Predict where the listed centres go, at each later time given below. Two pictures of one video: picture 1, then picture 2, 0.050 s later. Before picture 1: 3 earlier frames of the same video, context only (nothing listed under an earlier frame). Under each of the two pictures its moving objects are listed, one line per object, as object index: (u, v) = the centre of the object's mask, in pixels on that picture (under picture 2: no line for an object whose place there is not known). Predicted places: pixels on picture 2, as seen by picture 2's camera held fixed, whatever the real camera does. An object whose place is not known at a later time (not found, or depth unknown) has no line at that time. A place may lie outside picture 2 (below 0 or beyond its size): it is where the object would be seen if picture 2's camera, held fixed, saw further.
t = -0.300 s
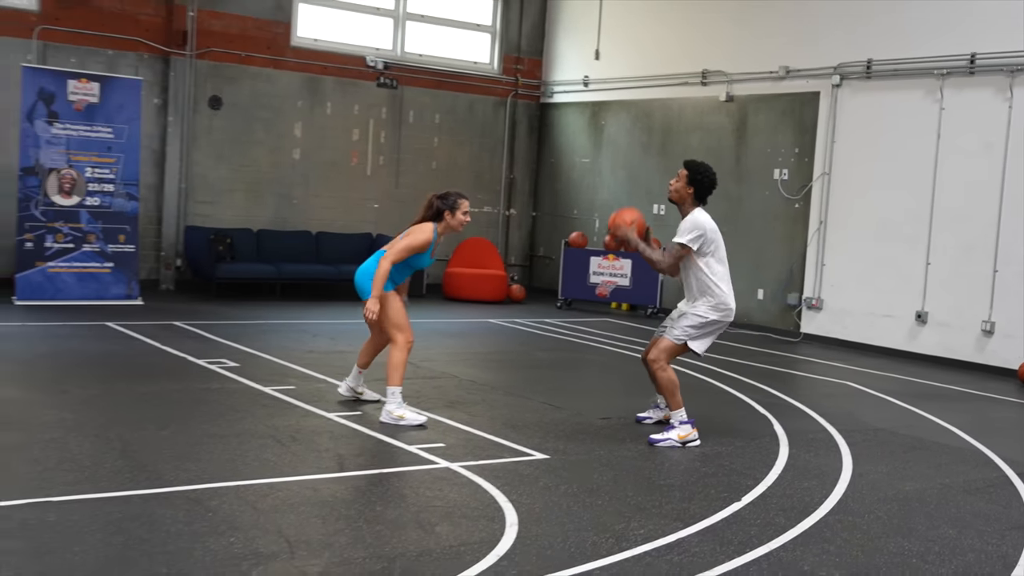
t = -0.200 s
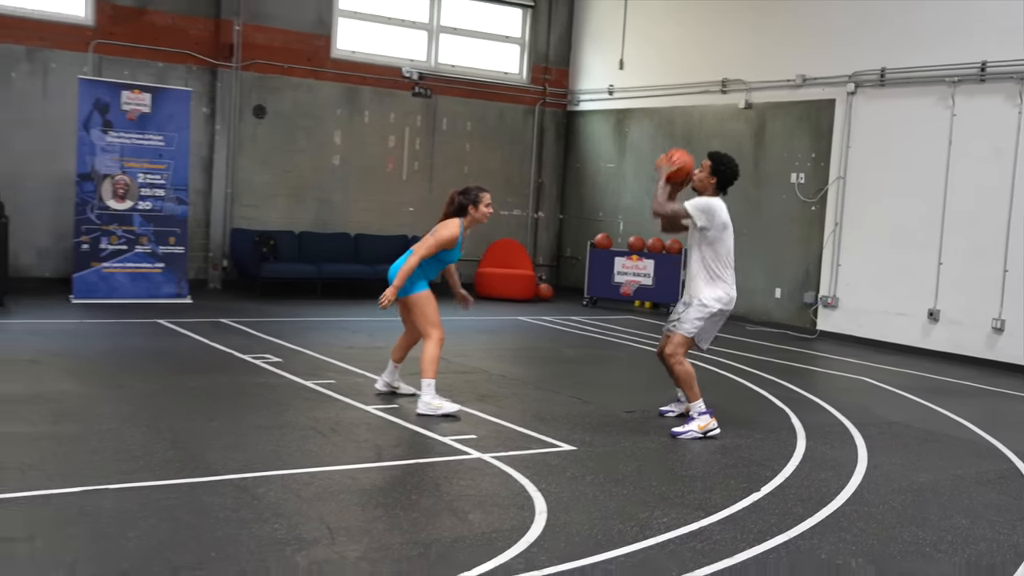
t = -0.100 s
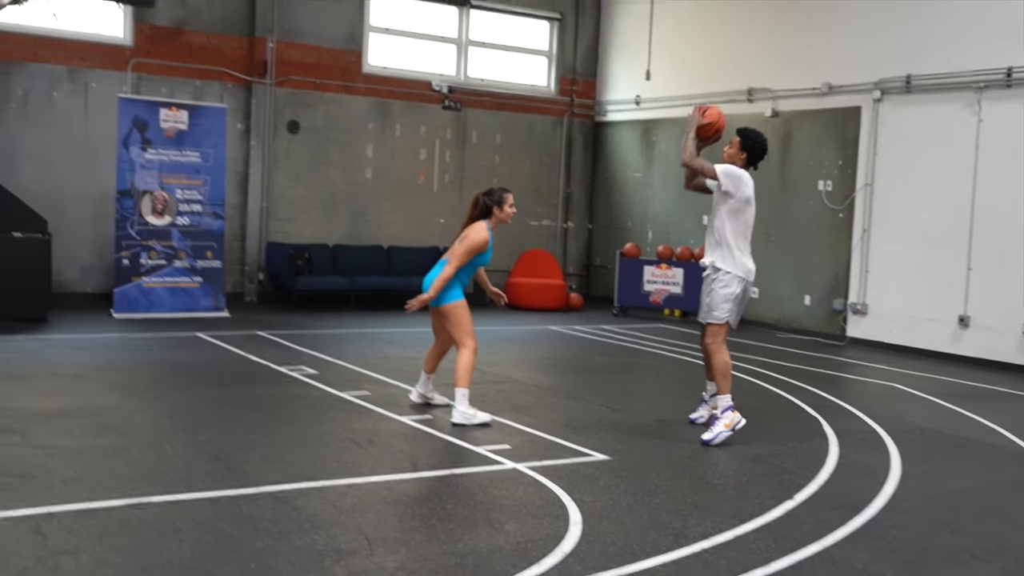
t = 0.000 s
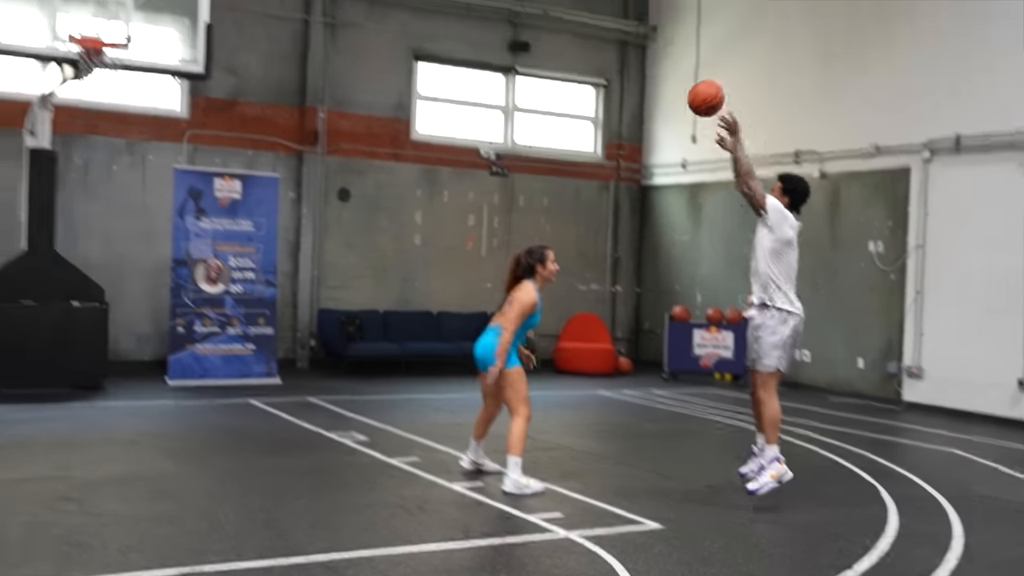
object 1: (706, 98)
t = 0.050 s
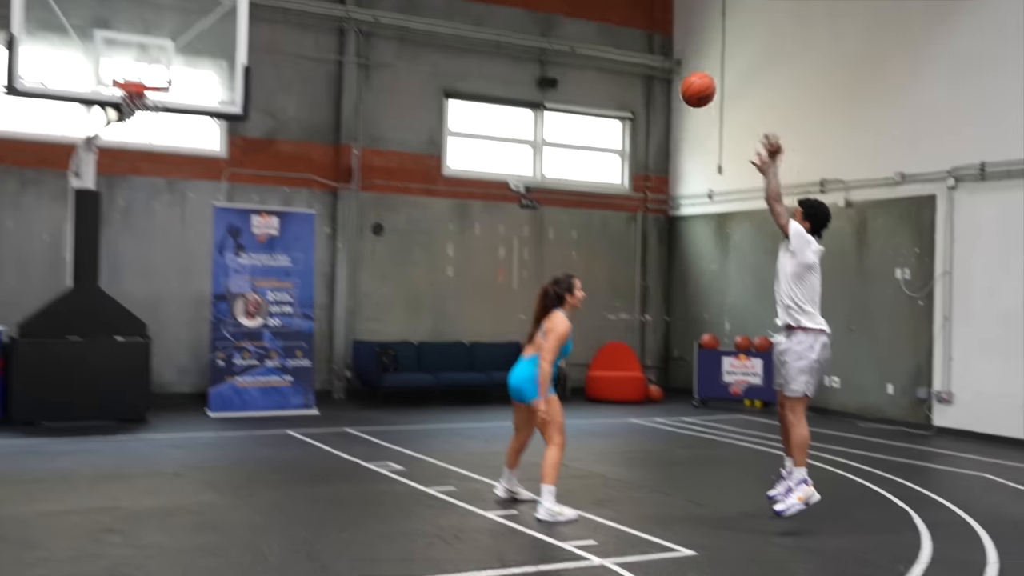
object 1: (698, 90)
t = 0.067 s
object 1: (687, 76)
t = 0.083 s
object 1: (676, 64)
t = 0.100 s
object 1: (666, 52)
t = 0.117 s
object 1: (655, 40)
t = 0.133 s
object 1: (644, 30)
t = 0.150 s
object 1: (633, 20)
